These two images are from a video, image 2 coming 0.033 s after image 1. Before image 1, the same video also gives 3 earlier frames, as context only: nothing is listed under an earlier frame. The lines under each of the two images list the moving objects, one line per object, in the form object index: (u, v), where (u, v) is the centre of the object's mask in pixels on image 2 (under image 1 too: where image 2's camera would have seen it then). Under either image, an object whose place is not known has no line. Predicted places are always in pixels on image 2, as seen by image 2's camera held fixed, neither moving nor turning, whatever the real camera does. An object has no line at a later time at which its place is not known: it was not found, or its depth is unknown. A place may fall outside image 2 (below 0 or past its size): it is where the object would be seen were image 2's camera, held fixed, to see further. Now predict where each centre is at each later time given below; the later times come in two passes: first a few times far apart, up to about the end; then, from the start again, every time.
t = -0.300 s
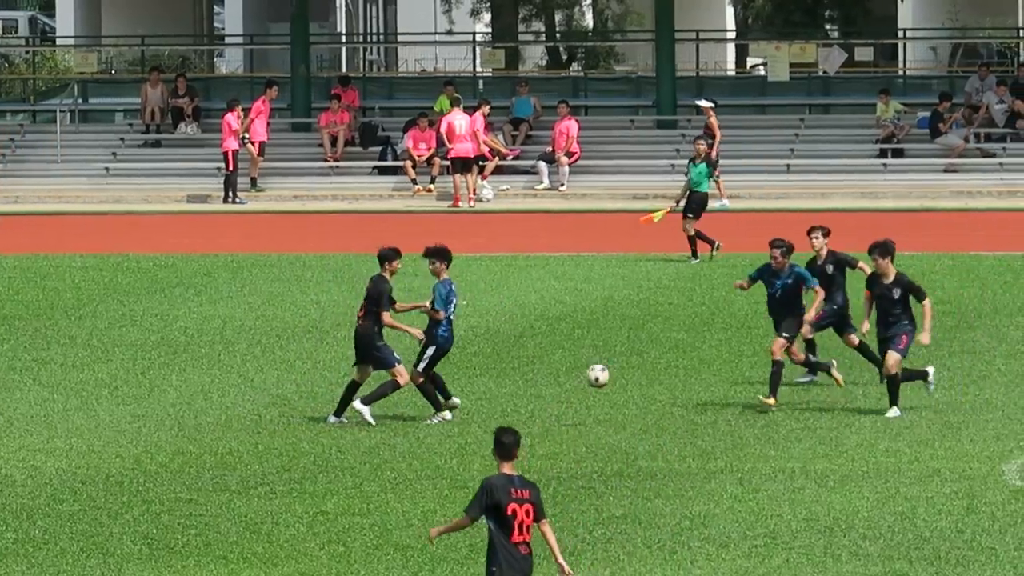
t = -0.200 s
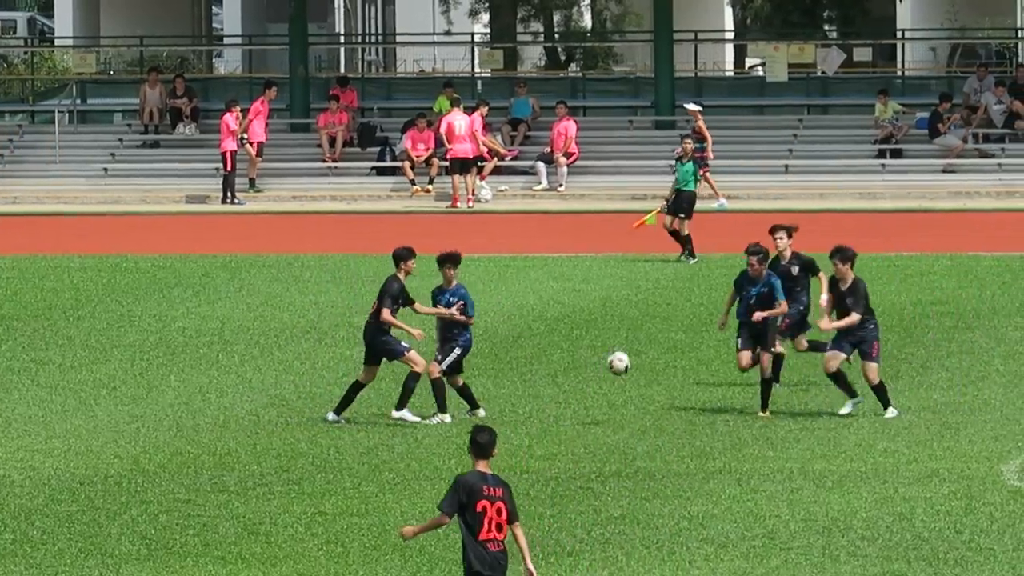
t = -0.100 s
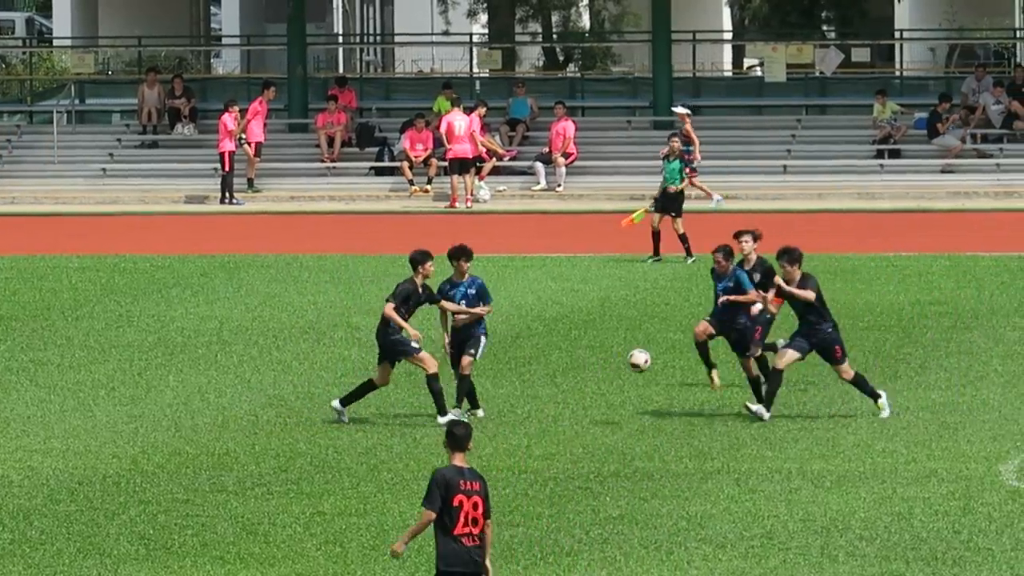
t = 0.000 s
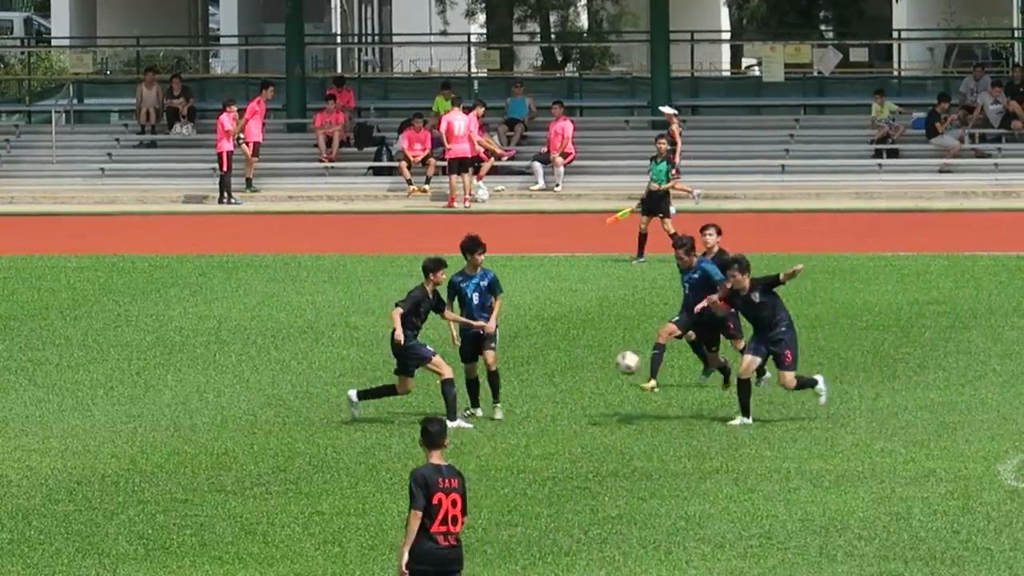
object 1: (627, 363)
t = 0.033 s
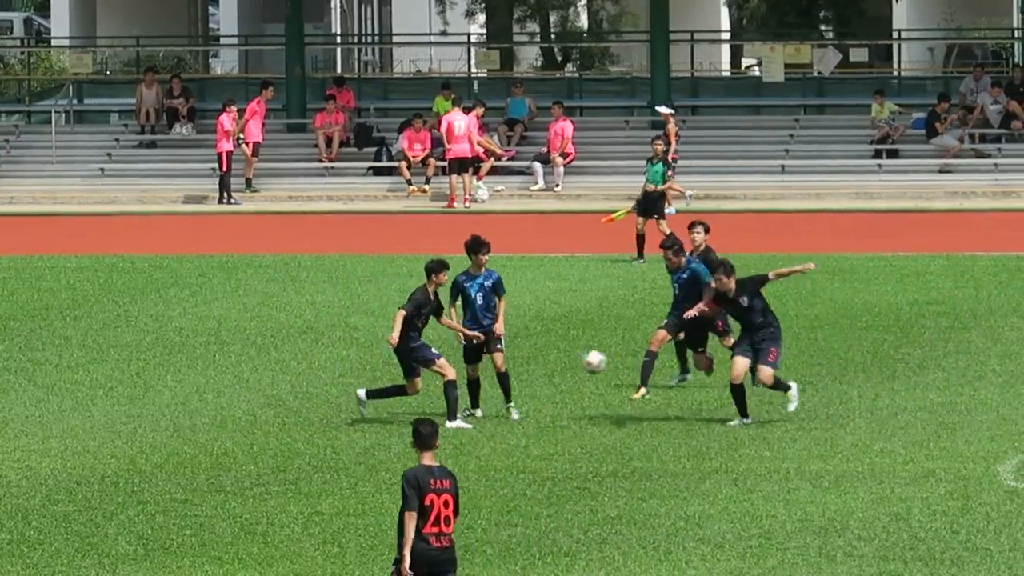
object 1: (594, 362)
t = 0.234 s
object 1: (385, 377)
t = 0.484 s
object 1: (119, 448)
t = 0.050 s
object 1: (577, 362)
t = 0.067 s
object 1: (559, 361)
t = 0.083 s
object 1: (542, 361)
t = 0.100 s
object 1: (525, 362)
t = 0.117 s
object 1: (508, 363)
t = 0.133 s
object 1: (490, 364)
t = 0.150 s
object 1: (473, 366)
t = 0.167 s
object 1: (456, 368)
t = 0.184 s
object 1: (438, 370)
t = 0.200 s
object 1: (420, 372)
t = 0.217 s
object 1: (402, 374)
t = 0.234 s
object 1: (385, 377)
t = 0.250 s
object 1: (367, 381)
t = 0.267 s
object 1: (349, 385)
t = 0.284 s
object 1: (331, 388)
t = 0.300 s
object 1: (313, 393)
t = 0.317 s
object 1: (295, 397)
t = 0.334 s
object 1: (276, 402)
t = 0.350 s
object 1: (258, 407)
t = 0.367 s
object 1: (239, 414)
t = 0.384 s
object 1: (221, 419)
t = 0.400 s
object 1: (202, 425)
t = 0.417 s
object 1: (184, 432)
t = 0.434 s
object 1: (166, 439)
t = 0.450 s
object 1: (146, 447)
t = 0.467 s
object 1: (129, 450)
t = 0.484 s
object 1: (119, 448)
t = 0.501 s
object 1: (108, 444)
